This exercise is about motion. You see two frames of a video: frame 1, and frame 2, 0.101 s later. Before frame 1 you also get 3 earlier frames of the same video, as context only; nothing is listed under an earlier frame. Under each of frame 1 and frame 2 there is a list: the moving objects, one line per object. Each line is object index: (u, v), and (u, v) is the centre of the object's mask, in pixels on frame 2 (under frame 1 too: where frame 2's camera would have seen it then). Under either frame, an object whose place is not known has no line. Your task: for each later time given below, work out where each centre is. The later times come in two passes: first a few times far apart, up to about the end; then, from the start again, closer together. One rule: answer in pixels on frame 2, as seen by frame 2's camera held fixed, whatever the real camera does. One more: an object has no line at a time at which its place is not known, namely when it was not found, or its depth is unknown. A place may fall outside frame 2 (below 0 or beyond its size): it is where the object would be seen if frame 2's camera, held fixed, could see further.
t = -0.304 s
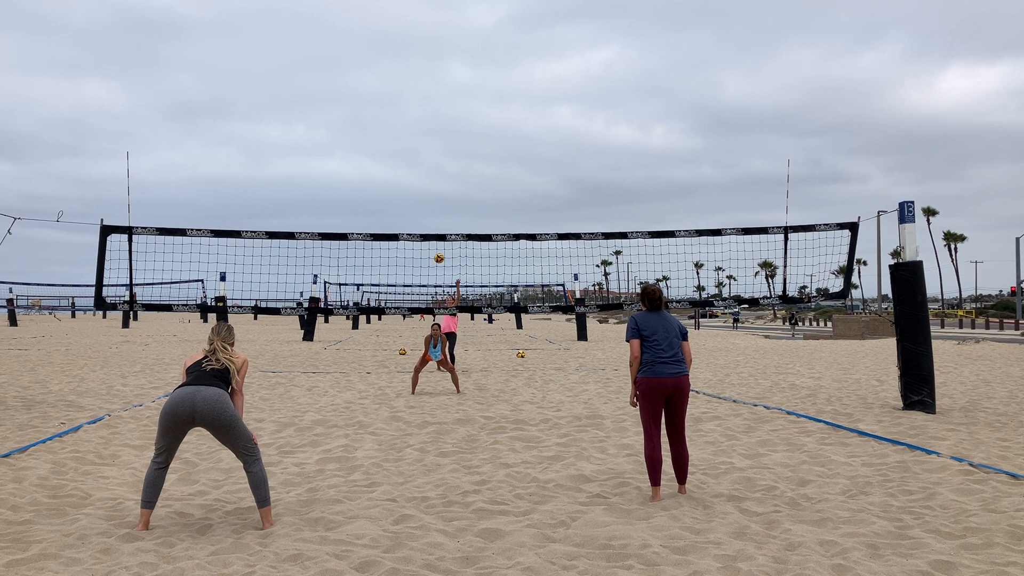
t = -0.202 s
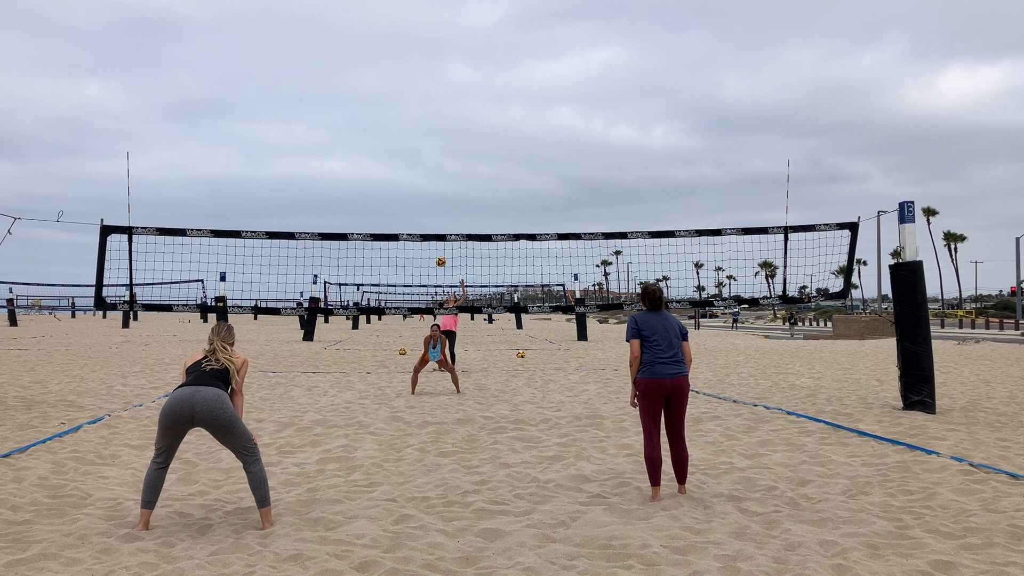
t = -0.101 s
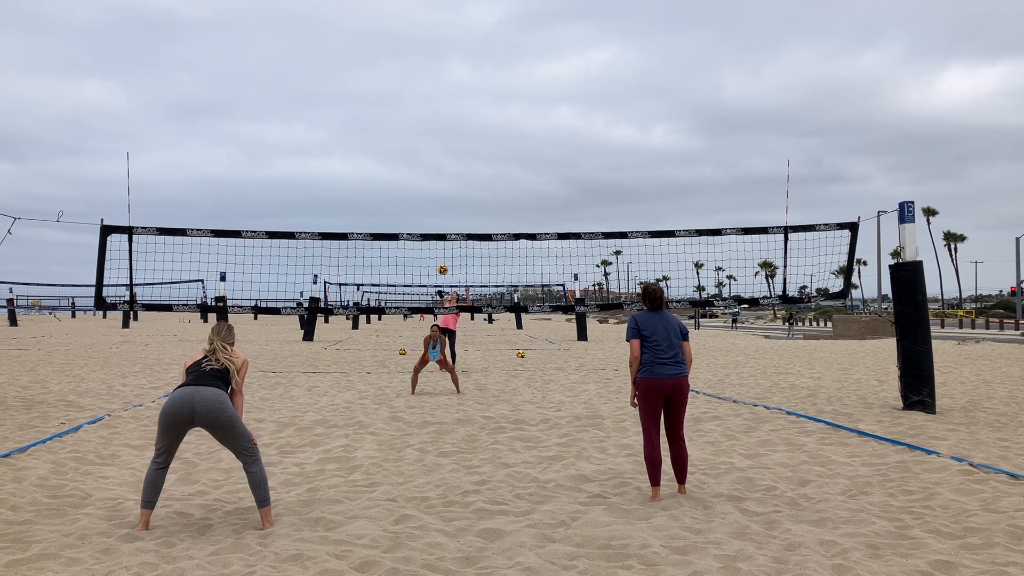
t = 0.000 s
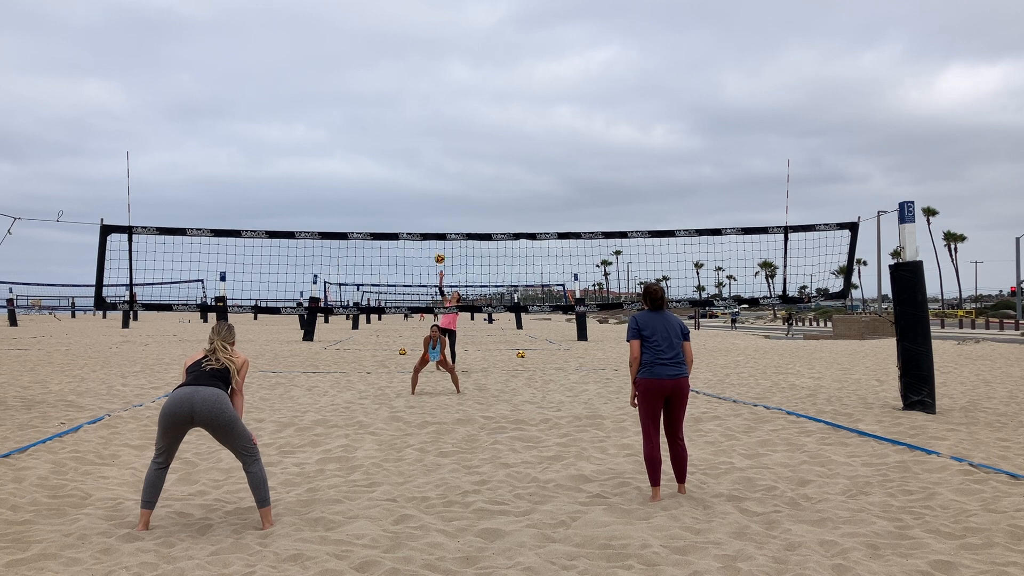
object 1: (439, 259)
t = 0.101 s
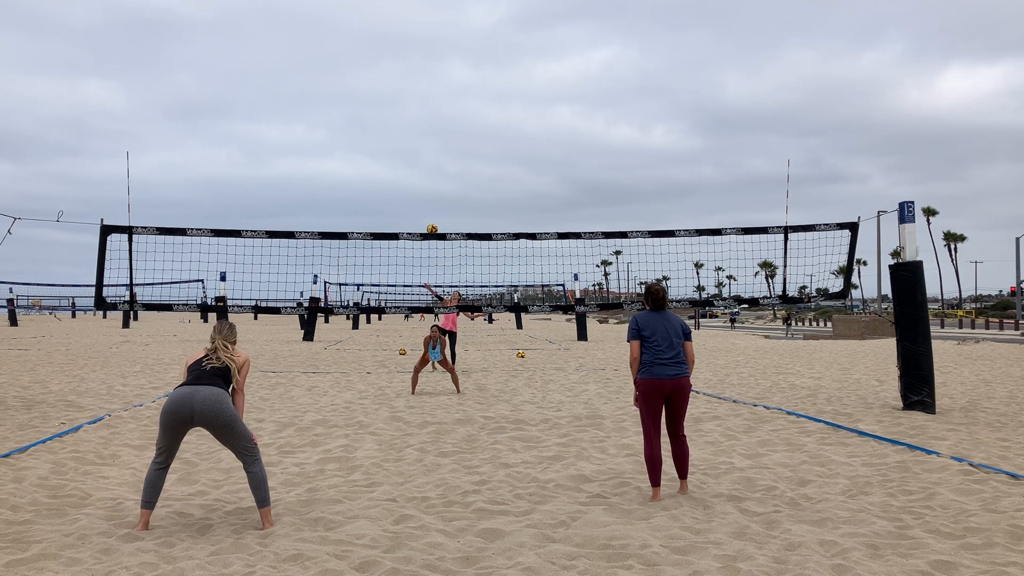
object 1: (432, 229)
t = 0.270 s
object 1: (420, 187)
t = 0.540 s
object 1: (398, 145)
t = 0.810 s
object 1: (376, 146)
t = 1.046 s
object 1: (361, 201)
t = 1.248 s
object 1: (348, 302)
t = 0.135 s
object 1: (429, 220)
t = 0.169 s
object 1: (427, 211)
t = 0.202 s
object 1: (425, 202)
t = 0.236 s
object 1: (423, 194)
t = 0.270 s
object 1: (420, 187)
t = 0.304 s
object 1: (417, 180)
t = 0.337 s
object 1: (415, 173)
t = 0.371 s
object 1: (412, 167)
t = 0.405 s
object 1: (409, 161)
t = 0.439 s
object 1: (407, 157)
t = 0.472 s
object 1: (404, 152)
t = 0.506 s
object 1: (401, 148)
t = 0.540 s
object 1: (398, 145)
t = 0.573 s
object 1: (395, 143)
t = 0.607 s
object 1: (393, 141)
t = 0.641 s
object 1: (390, 140)
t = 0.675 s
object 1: (387, 139)
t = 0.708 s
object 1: (384, 140)
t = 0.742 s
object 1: (382, 141)
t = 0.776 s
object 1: (379, 143)
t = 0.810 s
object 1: (376, 146)
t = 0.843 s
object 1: (374, 151)
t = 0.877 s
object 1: (372, 156)
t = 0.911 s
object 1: (369, 163)
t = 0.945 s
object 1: (367, 170)
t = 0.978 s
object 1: (365, 179)
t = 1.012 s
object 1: (363, 189)
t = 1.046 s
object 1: (361, 201)
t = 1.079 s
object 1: (359, 214)
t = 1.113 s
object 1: (357, 228)
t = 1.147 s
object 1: (355, 244)
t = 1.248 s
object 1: (348, 302)
